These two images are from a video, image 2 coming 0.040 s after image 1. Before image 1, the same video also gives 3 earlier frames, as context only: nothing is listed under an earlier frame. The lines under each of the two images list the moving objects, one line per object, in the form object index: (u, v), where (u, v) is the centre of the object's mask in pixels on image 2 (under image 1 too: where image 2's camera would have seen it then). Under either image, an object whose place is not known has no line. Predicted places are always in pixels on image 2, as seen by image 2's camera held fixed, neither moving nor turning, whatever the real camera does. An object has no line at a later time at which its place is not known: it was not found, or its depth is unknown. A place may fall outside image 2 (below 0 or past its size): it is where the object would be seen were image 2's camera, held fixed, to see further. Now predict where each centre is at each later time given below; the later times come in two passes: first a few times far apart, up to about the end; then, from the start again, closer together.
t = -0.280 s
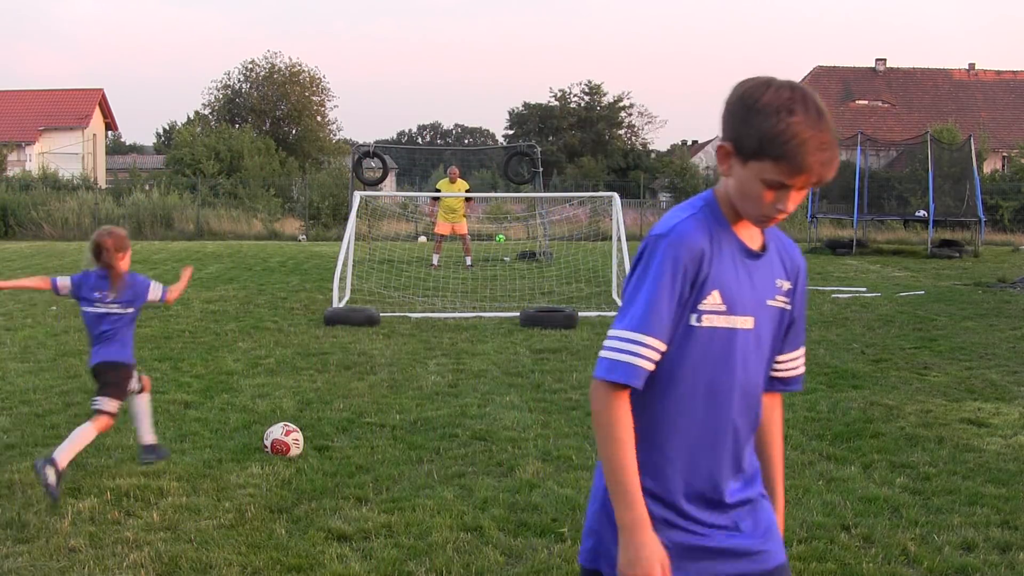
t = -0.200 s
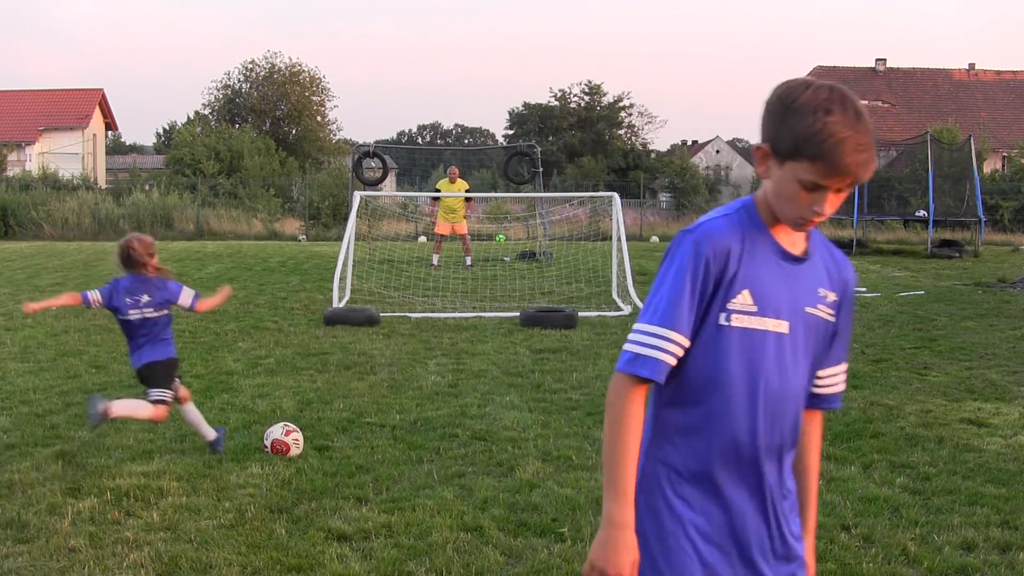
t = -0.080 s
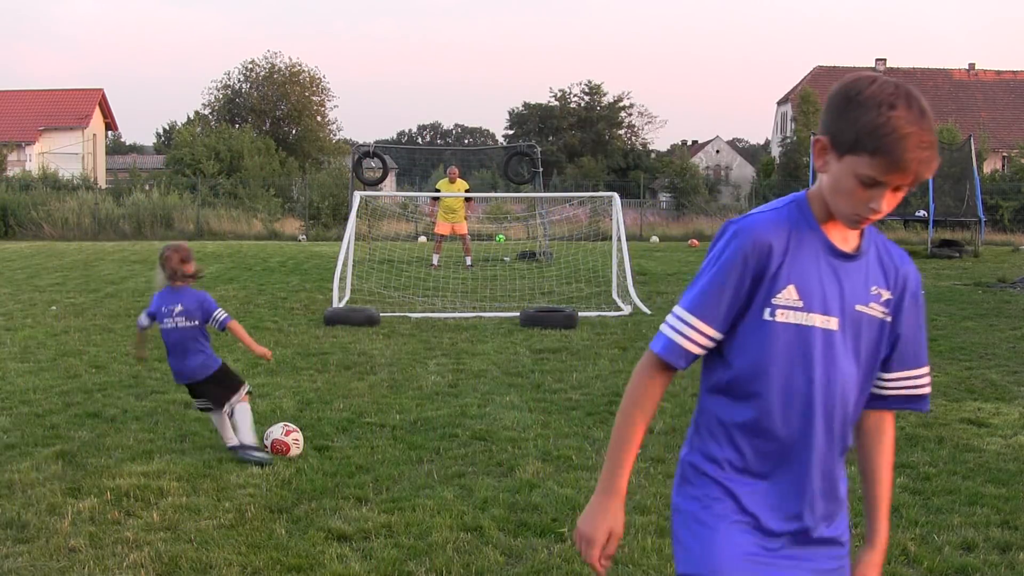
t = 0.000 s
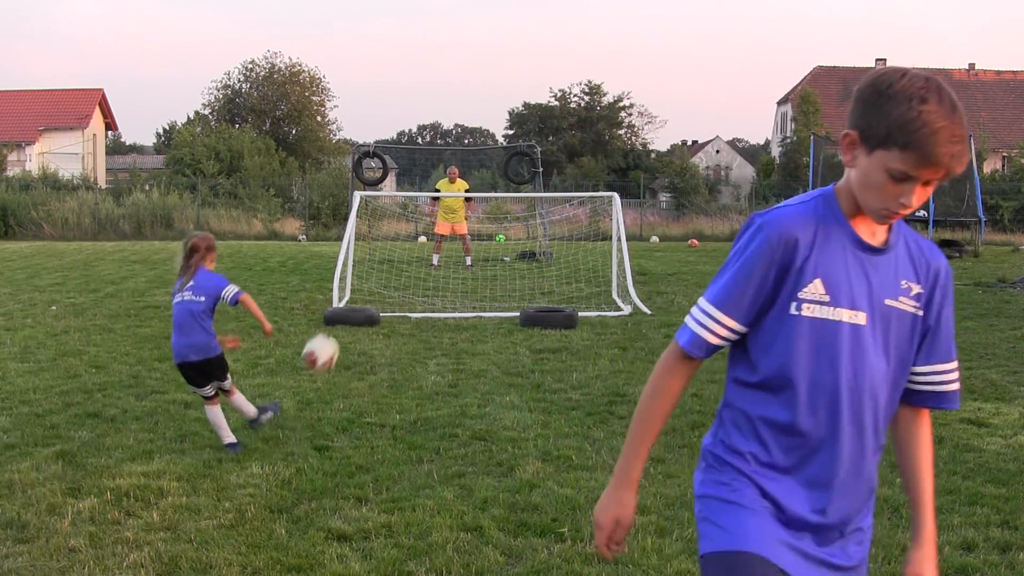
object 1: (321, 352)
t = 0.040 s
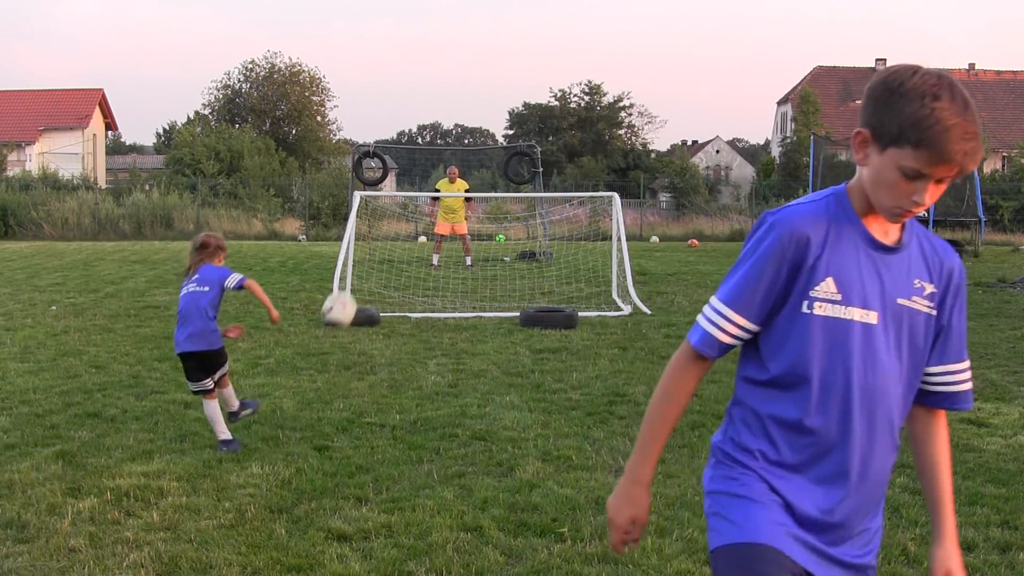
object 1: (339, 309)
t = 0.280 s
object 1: (418, 157)
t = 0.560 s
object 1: (467, 111)
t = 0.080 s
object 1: (357, 272)
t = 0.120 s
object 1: (372, 241)
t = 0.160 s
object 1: (385, 212)
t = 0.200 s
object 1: (398, 191)
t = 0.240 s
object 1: (408, 172)
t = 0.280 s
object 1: (418, 157)
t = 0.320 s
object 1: (427, 144)
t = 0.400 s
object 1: (443, 126)
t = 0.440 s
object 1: (450, 119)
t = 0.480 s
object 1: (456, 116)
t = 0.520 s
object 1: (461, 112)
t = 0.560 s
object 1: (467, 111)
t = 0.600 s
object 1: (472, 111)
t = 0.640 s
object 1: (476, 111)
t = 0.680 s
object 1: (481, 113)
